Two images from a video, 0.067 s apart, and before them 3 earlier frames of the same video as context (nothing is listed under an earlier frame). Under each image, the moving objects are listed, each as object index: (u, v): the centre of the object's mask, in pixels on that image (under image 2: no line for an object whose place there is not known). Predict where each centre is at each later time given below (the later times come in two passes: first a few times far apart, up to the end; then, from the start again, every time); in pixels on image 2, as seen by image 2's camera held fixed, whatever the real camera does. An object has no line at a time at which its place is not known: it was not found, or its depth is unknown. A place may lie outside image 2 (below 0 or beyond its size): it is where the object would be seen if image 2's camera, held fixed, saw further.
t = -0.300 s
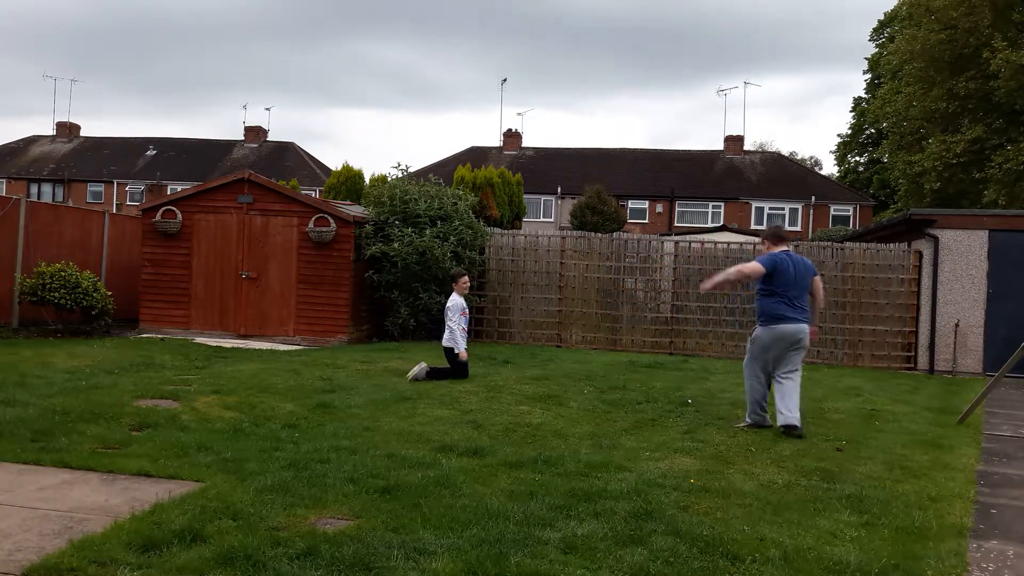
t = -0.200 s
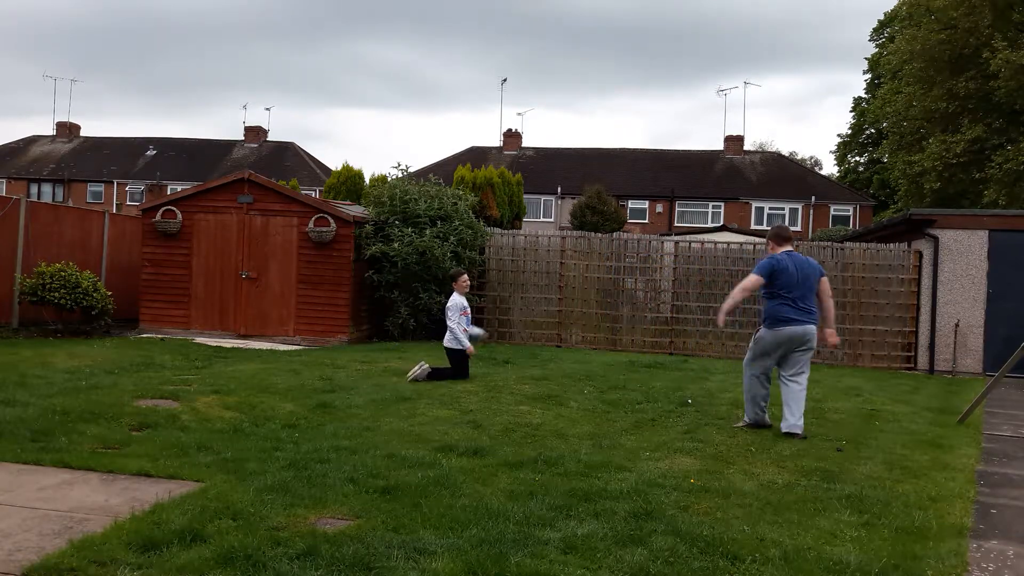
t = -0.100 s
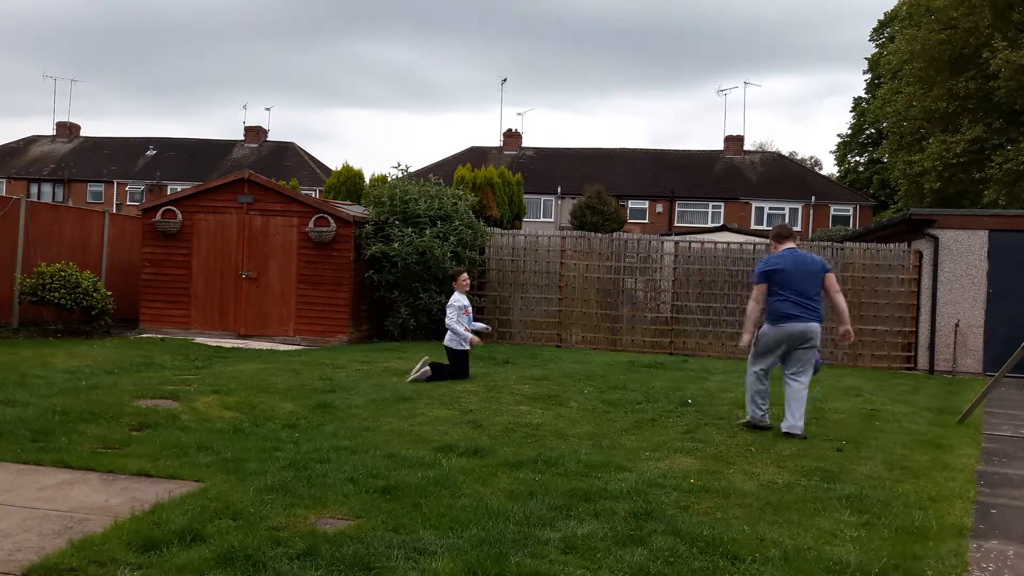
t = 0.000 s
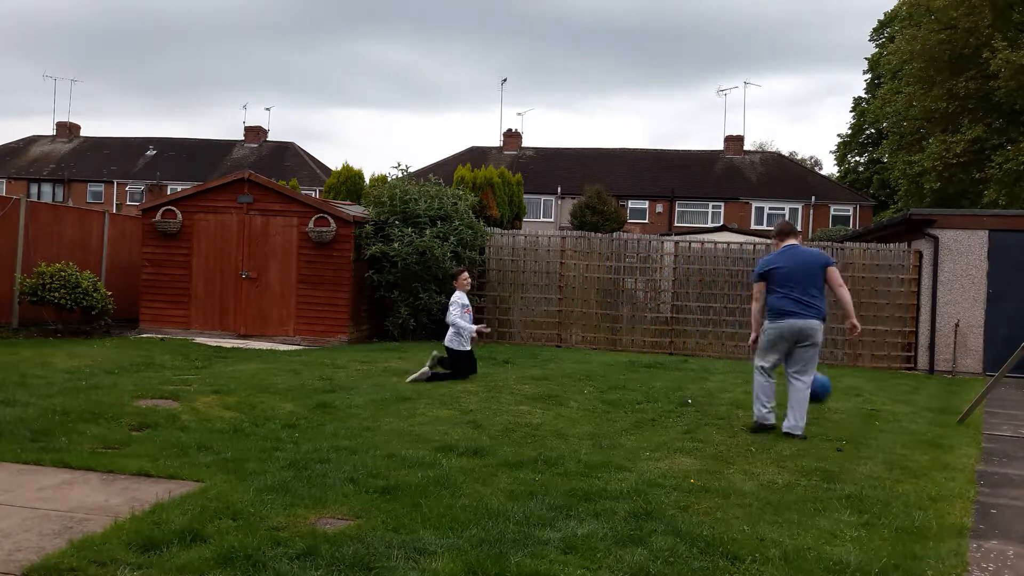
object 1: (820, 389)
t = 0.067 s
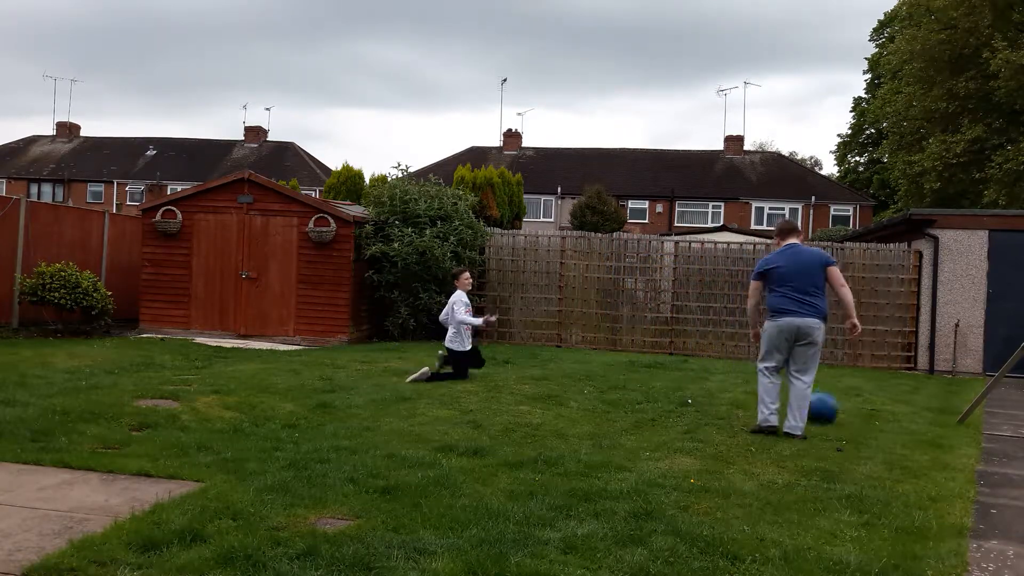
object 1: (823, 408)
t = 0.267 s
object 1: (852, 396)
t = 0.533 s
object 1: (892, 416)
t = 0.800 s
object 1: (937, 425)
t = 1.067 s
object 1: (979, 432)
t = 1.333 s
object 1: (1014, 436)
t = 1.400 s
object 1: (1019, 437)
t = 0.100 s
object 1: (827, 403)
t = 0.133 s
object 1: (831, 399)
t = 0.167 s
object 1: (836, 396)
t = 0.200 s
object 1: (841, 394)
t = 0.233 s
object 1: (847, 394)
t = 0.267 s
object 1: (852, 396)
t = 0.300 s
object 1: (856, 398)
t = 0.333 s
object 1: (861, 402)
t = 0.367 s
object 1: (866, 408)
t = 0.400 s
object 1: (870, 415)
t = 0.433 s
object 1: (876, 416)
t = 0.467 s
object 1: (881, 415)
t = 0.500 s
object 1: (886, 415)
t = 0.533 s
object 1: (892, 416)
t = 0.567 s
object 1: (897, 418)
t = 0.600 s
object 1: (903, 420)
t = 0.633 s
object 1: (908, 420)
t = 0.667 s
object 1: (914, 421)
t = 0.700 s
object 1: (920, 423)
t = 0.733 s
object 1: (926, 424)
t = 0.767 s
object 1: (931, 424)
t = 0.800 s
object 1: (937, 425)
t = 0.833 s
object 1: (943, 426)
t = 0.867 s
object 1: (948, 427)
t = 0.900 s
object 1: (954, 428)
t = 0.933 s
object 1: (959, 428)
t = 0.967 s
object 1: (964, 428)
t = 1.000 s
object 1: (970, 430)
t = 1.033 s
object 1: (974, 431)
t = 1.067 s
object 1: (979, 432)
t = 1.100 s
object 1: (985, 433)
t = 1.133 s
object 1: (990, 434)
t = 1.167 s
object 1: (995, 435)
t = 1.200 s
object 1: (1001, 435)
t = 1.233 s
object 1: (1007, 436)
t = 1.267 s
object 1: (1009, 436)
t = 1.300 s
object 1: (1012, 436)
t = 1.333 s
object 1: (1014, 436)
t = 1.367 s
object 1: (1017, 436)
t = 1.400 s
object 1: (1019, 437)
